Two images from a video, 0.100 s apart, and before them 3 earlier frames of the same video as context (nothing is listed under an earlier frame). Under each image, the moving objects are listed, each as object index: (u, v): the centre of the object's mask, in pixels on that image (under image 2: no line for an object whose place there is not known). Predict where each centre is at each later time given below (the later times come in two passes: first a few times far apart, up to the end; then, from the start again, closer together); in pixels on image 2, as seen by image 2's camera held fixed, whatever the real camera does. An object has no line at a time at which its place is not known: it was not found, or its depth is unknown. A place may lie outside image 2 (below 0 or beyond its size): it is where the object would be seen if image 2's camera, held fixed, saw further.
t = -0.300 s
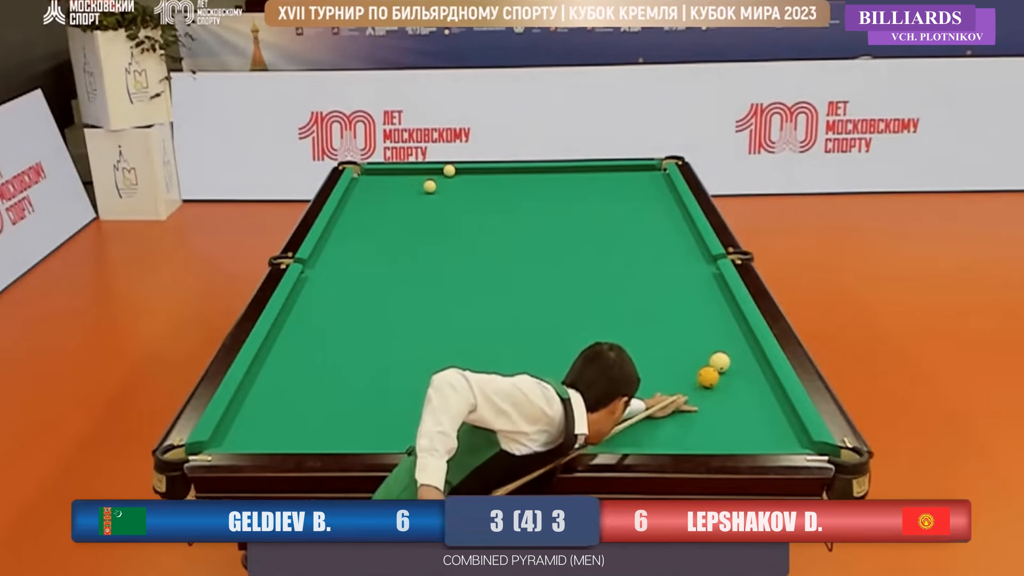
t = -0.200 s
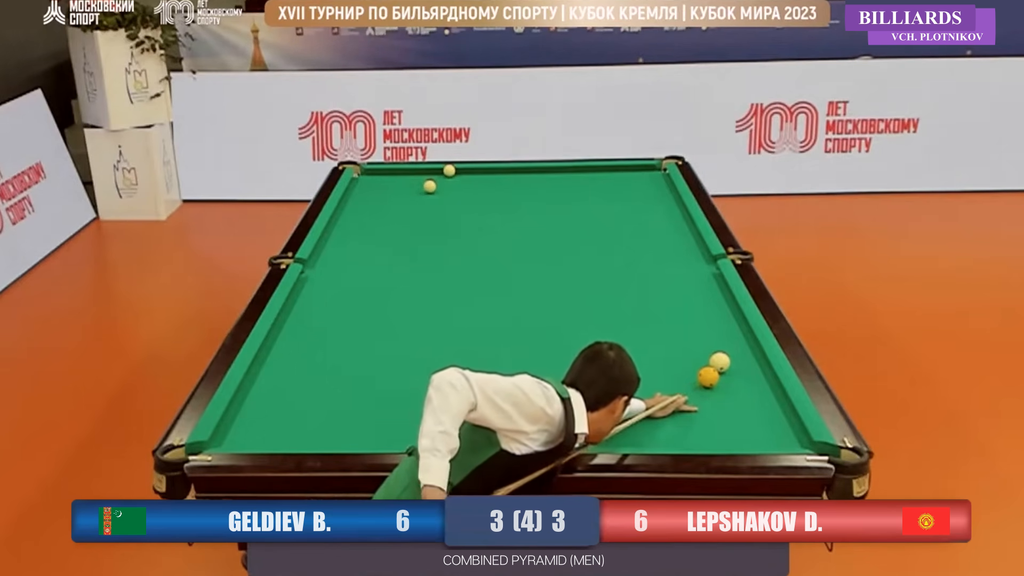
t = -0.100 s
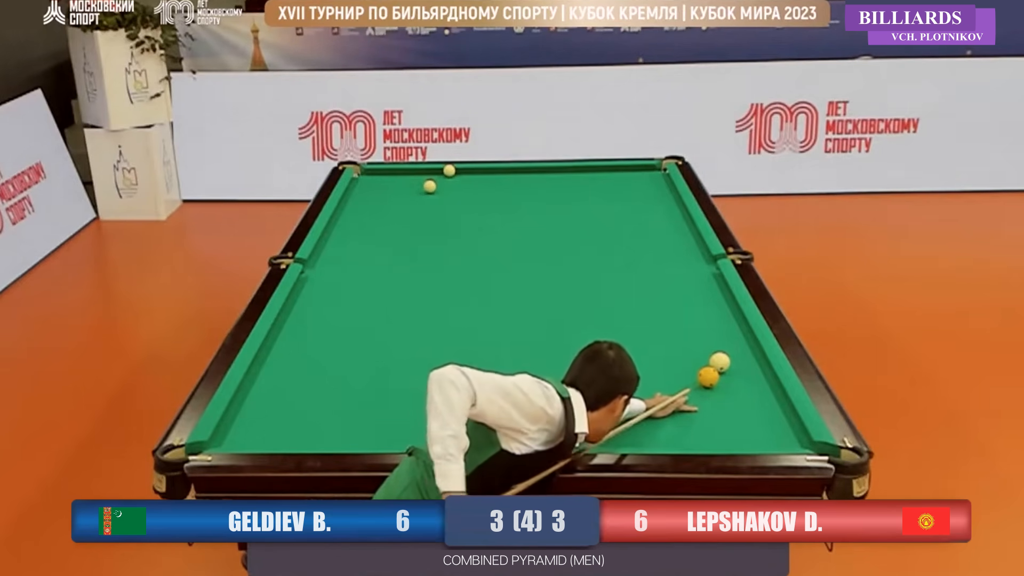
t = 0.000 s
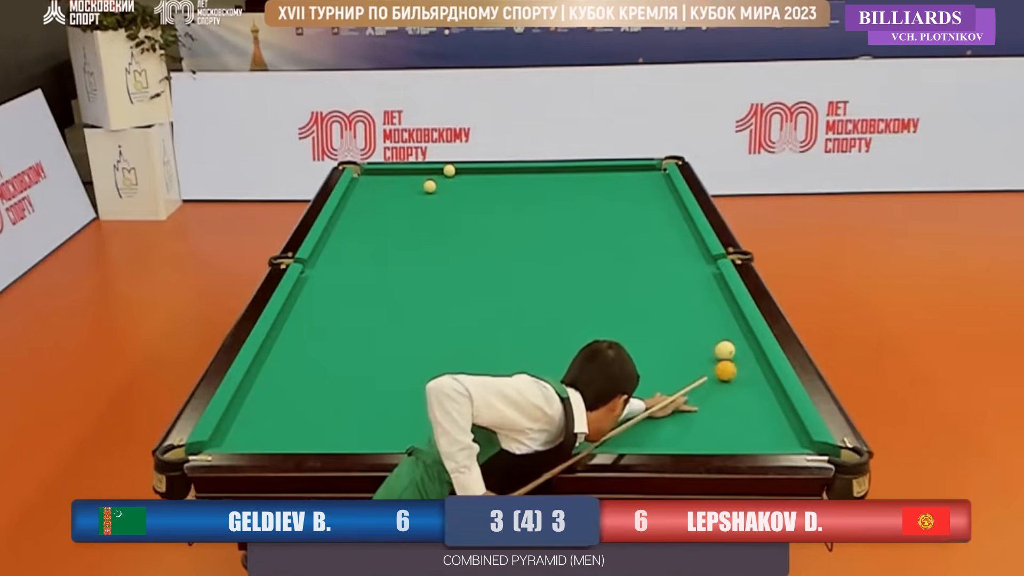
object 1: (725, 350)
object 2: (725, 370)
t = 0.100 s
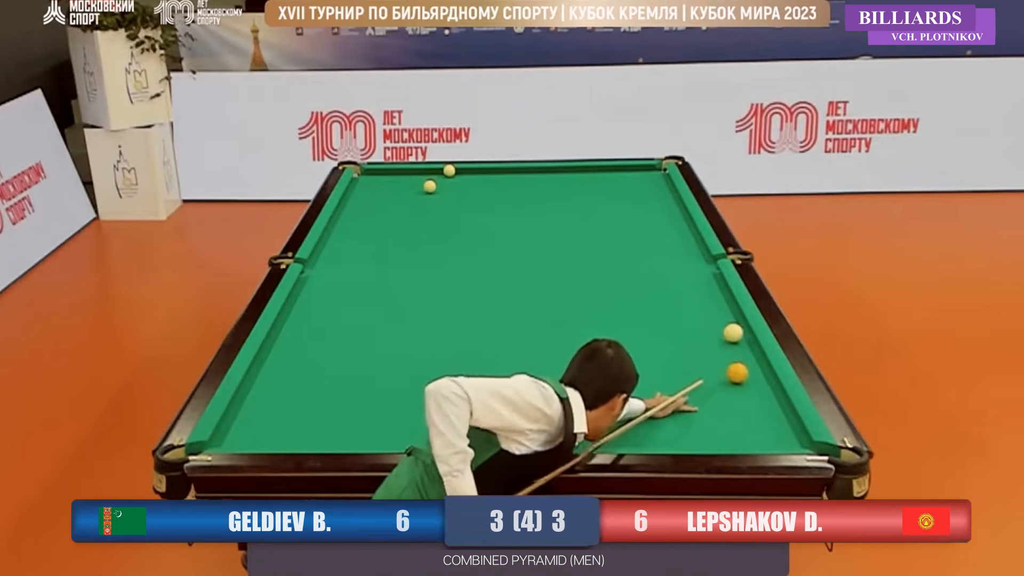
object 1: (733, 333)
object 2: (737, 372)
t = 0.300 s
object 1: (718, 305)
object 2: (751, 381)
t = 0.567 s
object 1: (685, 277)
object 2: (768, 393)
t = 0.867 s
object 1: (654, 250)
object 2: (781, 407)
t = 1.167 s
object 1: (627, 227)
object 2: (782, 419)
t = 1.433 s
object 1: (607, 210)
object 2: (782, 429)
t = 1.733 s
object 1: (587, 192)
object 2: (782, 439)
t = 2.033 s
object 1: (568, 176)
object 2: (782, 440)
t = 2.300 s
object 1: (557, 171)
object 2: (781, 437)
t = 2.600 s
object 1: (549, 180)
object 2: (781, 434)
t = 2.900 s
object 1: (541, 188)
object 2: (780, 431)
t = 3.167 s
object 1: (533, 195)
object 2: (778, 429)
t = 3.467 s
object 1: (525, 203)
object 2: (777, 428)
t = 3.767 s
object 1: (517, 212)
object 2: (777, 429)
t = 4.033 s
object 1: (508, 220)
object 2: (777, 429)
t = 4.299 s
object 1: (500, 228)
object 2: (777, 429)
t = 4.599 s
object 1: (491, 237)
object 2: (777, 429)
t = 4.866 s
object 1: (483, 245)
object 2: (777, 429)
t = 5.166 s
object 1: (474, 254)
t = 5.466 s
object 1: (465, 262)
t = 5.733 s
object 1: (458, 270)
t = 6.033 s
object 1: (449, 278)
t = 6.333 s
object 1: (440, 286)
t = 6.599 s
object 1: (433, 294)
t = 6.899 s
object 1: (424, 302)
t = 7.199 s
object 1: (416, 310)
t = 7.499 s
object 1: (408, 317)
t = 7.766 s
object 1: (402, 324)
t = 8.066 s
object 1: (394, 332)
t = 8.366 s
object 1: (387, 338)
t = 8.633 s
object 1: (380, 344)
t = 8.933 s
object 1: (374, 350)
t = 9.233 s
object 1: (368, 355)
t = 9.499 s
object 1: (364, 360)
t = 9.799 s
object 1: (358, 365)
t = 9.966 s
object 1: (356, 367)
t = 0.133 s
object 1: (736, 327)
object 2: (740, 373)
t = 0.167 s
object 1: (738, 321)
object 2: (743, 375)
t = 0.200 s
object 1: (735, 318)
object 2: (744, 376)
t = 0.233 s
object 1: (729, 314)
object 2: (746, 378)
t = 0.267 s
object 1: (723, 309)
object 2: (749, 379)
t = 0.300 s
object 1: (718, 305)
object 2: (751, 381)
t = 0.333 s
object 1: (716, 303)
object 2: (752, 382)
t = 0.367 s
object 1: (709, 297)
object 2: (756, 384)
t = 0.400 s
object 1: (704, 294)
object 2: (758, 386)
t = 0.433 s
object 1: (700, 290)
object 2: (760, 388)
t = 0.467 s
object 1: (696, 286)
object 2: (762, 389)
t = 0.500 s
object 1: (694, 284)
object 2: (763, 390)
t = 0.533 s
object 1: (689, 281)
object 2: (766, 392)
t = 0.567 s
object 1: (685, 277)
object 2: (768, 393)
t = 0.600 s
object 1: (681, 274)
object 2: (771, 395)
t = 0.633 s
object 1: (679, 272)
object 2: (772, 396)
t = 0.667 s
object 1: (675, 269)
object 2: (774, 398)
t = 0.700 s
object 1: (672, 265)
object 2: (776, 399)
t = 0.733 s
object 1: (668, 262)
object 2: (778, 401)
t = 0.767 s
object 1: (662, 258)
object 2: (781, 404)
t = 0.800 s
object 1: (661, 256)
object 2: (781, 404)
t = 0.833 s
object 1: (657, 253)
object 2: (781, 405)
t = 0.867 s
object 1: (654, 250)
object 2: (781, 407)
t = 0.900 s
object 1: (650, 247)
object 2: (781, 408)
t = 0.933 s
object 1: (649, 246)
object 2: (781, 409)
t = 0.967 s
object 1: (645, 243)
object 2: (782, 411)
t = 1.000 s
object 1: (642, 240)
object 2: (782, 412)
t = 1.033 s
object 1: (639, 237)
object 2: (782, 413)
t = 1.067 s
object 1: (636, 235)
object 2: (782, 415)
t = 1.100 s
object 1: (634, 233)
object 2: (782, 415)
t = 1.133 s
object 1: (631, 231)
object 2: (782, 417)
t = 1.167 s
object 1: (627, 227)
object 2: (782, 419)
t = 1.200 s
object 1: (624, 224)
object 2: (782, 420)
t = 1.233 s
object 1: (622, 223)
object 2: (782, 421)
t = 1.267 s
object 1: (619, 220)
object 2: (782, 422)
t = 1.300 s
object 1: (617, 218)
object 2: (782, 424)
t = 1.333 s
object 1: (614, 216)
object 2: (782, 425)
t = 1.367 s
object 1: (611, 214)
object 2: (782, 427)
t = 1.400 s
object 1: (610, 213)
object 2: (782, 427)
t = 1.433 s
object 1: (607, 210)
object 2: (782, 429)
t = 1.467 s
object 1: (605, 208)
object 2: (782, 430)
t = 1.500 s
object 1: (602, 205)
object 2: (782, 431)
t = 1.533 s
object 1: (601, 204)
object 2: (782, 432)
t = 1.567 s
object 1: (597, 201)
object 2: (782, 434)
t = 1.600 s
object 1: (595, 199)
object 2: (782, 435)
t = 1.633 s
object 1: (592, 197)
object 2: (782, 436)
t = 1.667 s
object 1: (591, 196)
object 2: (782, 436)
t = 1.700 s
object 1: (589, 194)
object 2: (782, 438)
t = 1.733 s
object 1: (587, 192)
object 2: (782, 439)
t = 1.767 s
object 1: (585, 190)
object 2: (782, 440)
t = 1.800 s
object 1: (582, 188)
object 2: (782, 440)
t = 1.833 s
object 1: (581, 187)
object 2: (782, 441)
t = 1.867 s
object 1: (579, 185)
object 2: (781, 441)
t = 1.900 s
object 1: (577, 183)
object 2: (781, 441)
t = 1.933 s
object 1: (575, 182)
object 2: (781, 441)
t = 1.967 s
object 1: (573, 180)
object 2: (782, 441)
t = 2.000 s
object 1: (570, 178)
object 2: (782, 440)
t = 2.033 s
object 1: (568, 176)
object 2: (782, 440)
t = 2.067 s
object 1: (566, 175)
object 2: (782, 440)
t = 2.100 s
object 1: (564, 173)
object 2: (782, 439)
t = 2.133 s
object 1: (563, 172)
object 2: (782, 439)
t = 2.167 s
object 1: (562, 170)
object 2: (782, 439)
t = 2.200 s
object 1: (560, 169)
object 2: (782, 438)
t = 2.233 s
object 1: (558, 169)
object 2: (782, 438)
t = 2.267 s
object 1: (558, 170)
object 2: (781, 437)
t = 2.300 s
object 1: (557, 171)
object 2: (781, 437)
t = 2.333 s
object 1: (556, 172)
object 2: (781, 437)
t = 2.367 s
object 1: (555, 174)
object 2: (781, 436)
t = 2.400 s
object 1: (554, 174)
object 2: (781, 436)
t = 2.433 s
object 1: (553, 175)
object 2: (781, 436)
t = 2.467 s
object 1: (552, 176)
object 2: (781, 436)
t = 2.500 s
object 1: (551, 177)
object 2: (781, 435)
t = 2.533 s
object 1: (550, 178)
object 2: (781, 435)
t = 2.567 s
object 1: (550, 179)
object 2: (781, 435)
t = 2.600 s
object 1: (549, 180)
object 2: (781, 434)
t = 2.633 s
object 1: (548, 180)
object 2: (781, 434)
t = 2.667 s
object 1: (547, 182)
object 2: (781, 434)
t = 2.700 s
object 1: (546, 182)
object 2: (781, 433)
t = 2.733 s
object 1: (546, 183)
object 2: (781, 433)
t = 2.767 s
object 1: (544, 184)
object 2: (780, 432)
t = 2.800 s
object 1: (543, 185)
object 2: (780, 432)
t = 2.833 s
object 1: (542, 186)
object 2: (780, 432)
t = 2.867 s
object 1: (542, 187)
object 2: (780, 432)
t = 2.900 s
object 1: (541, 188)
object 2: (780, 431)
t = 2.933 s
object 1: (540, 189)
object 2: (780, 431)
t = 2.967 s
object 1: (539, 190)
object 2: (779, 431)
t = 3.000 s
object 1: (538, 191)
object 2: (779, 430)
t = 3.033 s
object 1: (537, 191)
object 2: (779, 430)
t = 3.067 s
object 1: (536, 192)
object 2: (779, 430)
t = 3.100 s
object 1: (535, 193)
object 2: (779, 430)
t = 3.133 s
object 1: (534, 194)
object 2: (779, 430)
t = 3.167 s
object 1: (533, 195)
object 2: (778, 429)
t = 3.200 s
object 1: (532, 196)
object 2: (778, 429)
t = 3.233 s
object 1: (531, 197)
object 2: (778, 429)
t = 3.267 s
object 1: (530, 198)
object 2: (778, 429)
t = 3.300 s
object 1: (529, 199)
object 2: (778, 429)
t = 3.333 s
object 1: (529, 200)
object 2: (777, 429)
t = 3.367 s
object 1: (528, 201)
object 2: (777, 429)
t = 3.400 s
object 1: (527, 202)
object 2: (777, 429)
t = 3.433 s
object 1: (526, 203)
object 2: (777, 428)
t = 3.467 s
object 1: (525, 203)
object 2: (777, 428)
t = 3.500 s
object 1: (524, 204)
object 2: (777, 428)
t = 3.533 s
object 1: (523, 205)
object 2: (777, 428)
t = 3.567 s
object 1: (522, 207)
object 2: (777, 428)
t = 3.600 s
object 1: (521, 207)
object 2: (777, 428)
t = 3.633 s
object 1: (520, 208)
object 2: (777, 428)
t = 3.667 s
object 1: (519, 209)
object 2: (777, 428)
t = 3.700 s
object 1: (518, 210)
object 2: (777, 428)
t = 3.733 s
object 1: (517, 211)
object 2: (777, 429)
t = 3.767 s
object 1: (517, 212)
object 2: (777, 429)
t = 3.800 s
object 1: (516, 213)
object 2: (777, 429)
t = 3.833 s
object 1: (515, 214)
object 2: (777, 429)
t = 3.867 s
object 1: (514, 215)
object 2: (777, 429)
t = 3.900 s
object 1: (513, 216)
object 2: (777, 429)
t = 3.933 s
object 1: (512, 216)
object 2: (777, 429)
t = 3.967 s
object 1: (511, 217)
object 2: (777, 429)
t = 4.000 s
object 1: (510, 219)
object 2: (777, 429)
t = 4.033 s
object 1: (508, 220)
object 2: (777, 429)
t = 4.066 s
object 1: (507, 222)
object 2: (777, 429)
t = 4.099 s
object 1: (506, 223)
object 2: (777, 429)
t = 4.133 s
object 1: (505, 224)
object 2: (777, 429)
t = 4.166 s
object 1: (504, 224)
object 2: (777, 429)
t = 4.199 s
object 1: (503, 225)
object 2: (777, 429)
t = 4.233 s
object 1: (502, 226)
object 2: (777, 429)
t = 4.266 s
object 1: (501, 227)
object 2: (777, 429)
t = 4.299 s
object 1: (500, 228)
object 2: (777, 429)
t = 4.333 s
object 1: (499, 229)
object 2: (777, 429)
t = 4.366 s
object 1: (498, 230)
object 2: (777, 429)
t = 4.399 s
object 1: (497, 231)
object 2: (777, 429)
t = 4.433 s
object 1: (496, 232)
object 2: (777, 429)
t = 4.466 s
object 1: (495, 233)
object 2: (777, 429)
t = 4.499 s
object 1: (494, 234)
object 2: (777, 429)
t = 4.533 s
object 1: (493, 235)
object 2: (777, 429)
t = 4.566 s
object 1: (492, 236)
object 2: (777, 429)
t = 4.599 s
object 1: (491, 237)
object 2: (777, 429)
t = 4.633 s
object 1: (491, 238)
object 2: (777, 429)
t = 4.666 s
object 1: (489, 239)
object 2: (777, 429)
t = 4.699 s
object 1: (489, 240)
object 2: (777, 429)
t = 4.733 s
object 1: (487, 241)
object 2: (777, 429)
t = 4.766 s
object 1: (487, 242)
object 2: (777, 429)
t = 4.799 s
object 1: (485, 243)
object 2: (777, 429)
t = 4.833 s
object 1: (484, 244)
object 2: (777, 429)
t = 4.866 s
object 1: (483, 245)
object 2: (777, 429)
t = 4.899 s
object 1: (482, 246)
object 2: (777, 429)
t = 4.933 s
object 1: (481, 246)
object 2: (777, 429)
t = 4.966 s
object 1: (481, 247)
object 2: (777, 429)
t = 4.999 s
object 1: (480, 249)
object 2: (778, 429)
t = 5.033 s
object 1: (478, 250)
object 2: (777, 429)
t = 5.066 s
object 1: (478, 250)
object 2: (778, 429)
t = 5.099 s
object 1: (477, 251)
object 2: (777, 429)
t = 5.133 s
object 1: (475, 252)
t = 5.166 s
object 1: (474, 254)
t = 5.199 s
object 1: (473, 255)
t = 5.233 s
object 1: (472, 255)
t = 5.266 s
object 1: (471, 256)
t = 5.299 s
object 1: (470, 257)
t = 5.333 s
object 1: (469, 258)
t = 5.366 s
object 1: (469, 259)
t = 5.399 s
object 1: (468, 260)
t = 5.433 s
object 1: (466, 261)
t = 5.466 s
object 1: (465, 262)
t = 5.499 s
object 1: (465, 263)
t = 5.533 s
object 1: (464, 263)
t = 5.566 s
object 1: (462, 265)
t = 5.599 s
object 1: (461, 266)
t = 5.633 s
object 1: (460, 267)
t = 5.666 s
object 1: (460, 268)
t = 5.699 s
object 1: (459, 269)
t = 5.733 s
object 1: (458, 270)
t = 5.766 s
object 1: (456, 271)
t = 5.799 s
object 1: (455, 272)
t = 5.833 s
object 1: (455, 272)
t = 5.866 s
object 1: (454, 273)
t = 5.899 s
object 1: (453, 274)
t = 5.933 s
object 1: (452, 275)
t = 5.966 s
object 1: (451, 276)
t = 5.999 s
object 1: (450, 277)
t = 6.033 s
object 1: (449, 278)
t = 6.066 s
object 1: (448, 279)
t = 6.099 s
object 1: (447, 280)
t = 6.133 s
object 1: (446, 281)
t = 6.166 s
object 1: (445, 282)
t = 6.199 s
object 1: (444, 283)
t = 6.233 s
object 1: (443, 284)
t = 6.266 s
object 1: (443, 284)
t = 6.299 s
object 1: (442, 285)
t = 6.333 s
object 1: (440, 286)
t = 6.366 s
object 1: (439, 288)
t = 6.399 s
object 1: (438, 288)
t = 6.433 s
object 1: (437, 289)
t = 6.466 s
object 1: (436, 290)
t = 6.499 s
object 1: (435, 291)
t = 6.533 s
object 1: (434, 292)
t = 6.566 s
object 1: (434, 293)
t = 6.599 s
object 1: (433, 294)
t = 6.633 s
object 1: (432, 295)
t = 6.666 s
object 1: (431, 296)
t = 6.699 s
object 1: (430, 297)
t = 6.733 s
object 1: (429, 297)
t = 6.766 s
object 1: (428, 299)
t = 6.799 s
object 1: (427, 300)
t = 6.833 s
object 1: (426, 301)
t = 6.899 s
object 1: (424, 302)
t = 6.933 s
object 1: (423, 303)
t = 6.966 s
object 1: (422, 304)
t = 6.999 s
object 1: (422, 305)
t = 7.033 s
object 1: (421, 305)
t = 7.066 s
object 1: (420, 306)
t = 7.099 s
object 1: (419, 307)
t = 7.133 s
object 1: (418, 308)
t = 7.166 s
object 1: (417, 309)
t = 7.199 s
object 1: (416, 310)
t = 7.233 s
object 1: (415, 311)
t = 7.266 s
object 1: (414, 312)
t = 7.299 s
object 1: (414, 313)
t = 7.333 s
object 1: (413, 313)
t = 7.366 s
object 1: (412, 314)
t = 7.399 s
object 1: (411, 315)
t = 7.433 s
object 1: (410, 316)
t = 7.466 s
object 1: (409, 317)
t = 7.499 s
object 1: (408, 317)
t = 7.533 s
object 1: (407, 319)
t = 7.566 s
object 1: (406, 320)
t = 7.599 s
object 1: (405, 320)
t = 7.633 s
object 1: (404, 321)
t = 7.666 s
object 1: (404, 322)
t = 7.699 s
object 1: (403, 323)
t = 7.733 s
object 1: (402, 324)
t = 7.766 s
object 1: (402, 324)
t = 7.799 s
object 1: (401, 325)
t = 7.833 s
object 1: (400, 326)
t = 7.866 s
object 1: (399, 327)
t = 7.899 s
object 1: (398, 327)
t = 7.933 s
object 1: (398, 328)
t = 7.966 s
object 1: (396, 329)
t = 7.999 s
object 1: (395, 330)
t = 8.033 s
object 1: (395, 331)
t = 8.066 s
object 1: (394, 332)
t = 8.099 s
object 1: (393, 332)
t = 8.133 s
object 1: (392, 333)
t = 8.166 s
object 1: (391, 334)
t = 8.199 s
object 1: (391, 334)
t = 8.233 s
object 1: (390, 335)
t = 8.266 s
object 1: (389, 336)
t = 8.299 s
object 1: (388, 337)
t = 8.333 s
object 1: (388, 338)
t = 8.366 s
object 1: (387, 338)
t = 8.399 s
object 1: (386, 339)
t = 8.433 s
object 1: (385, 340)
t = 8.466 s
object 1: (384, 341)
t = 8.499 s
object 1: (384, 341)
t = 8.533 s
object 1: (383, 342)
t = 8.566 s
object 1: (382, 342)
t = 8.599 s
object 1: (381, 343)
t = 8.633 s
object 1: (380, 344)
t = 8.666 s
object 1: (380, 344)
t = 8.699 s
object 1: (379, 345)
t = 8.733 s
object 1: (378, 346)
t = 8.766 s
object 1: (377, 347)
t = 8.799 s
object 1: (377, 347)
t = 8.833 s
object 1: (376, 348)
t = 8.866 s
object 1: (375, 349)
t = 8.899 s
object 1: (375, 350)
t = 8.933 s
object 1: (374, 350)
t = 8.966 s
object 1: (374, 350)
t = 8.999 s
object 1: (373, 351)
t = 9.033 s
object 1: (372, 352)
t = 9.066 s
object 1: (372, 352)
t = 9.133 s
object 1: (370, 354)
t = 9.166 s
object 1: (369, 355)
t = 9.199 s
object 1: (369, 355)
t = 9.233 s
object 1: (368, 355)
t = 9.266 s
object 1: (368, 356)
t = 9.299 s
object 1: (367, 357)
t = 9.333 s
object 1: (366, 357)
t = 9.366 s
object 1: (366, 358)
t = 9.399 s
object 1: (365, 358)
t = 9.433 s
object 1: (365, 359)
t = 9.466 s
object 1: (364, 359)
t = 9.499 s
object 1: (364, 360)
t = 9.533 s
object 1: (363, 361)
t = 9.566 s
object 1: (362, 361)
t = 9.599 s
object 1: (362, 362)
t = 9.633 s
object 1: (361, 362)
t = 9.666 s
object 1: (360, 363)
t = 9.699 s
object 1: (360, 363)
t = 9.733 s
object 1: (360, 364)
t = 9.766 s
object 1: (359, 364)
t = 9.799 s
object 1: (358, 365)
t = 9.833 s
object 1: (358, 365)
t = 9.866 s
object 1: (358, 365)
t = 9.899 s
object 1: (357, 366)
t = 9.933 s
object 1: (356, 367)
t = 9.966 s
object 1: (356, 367)
